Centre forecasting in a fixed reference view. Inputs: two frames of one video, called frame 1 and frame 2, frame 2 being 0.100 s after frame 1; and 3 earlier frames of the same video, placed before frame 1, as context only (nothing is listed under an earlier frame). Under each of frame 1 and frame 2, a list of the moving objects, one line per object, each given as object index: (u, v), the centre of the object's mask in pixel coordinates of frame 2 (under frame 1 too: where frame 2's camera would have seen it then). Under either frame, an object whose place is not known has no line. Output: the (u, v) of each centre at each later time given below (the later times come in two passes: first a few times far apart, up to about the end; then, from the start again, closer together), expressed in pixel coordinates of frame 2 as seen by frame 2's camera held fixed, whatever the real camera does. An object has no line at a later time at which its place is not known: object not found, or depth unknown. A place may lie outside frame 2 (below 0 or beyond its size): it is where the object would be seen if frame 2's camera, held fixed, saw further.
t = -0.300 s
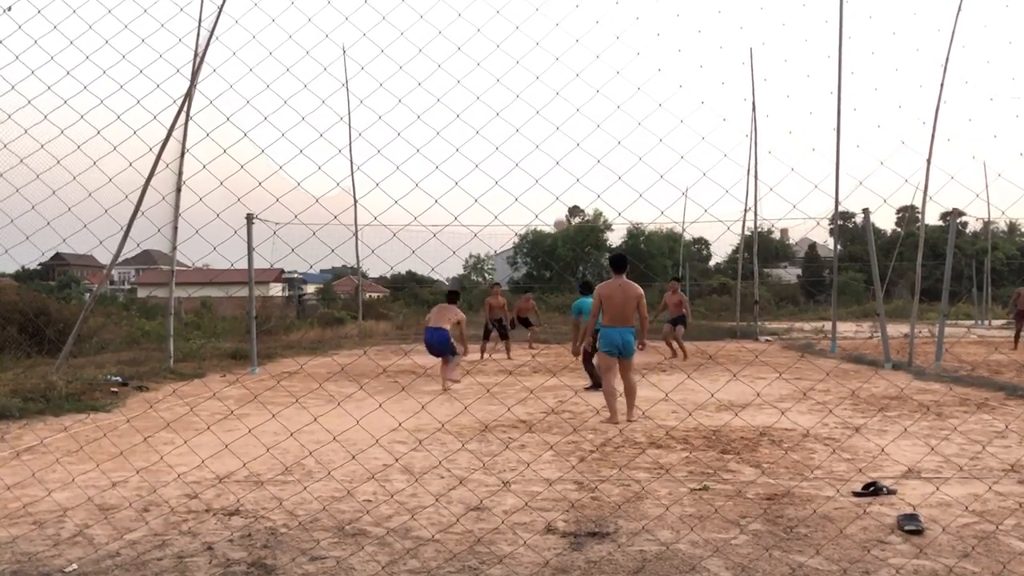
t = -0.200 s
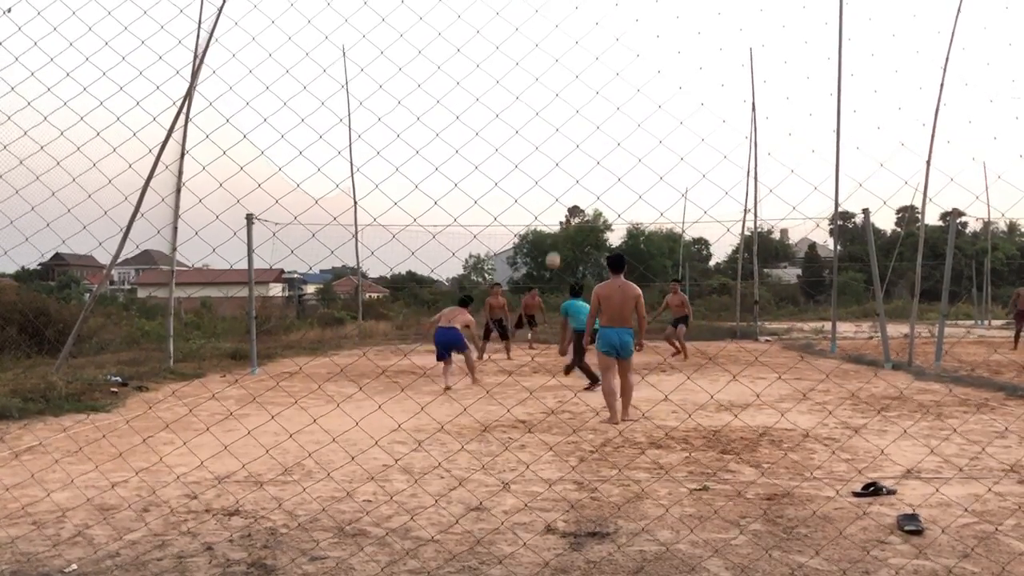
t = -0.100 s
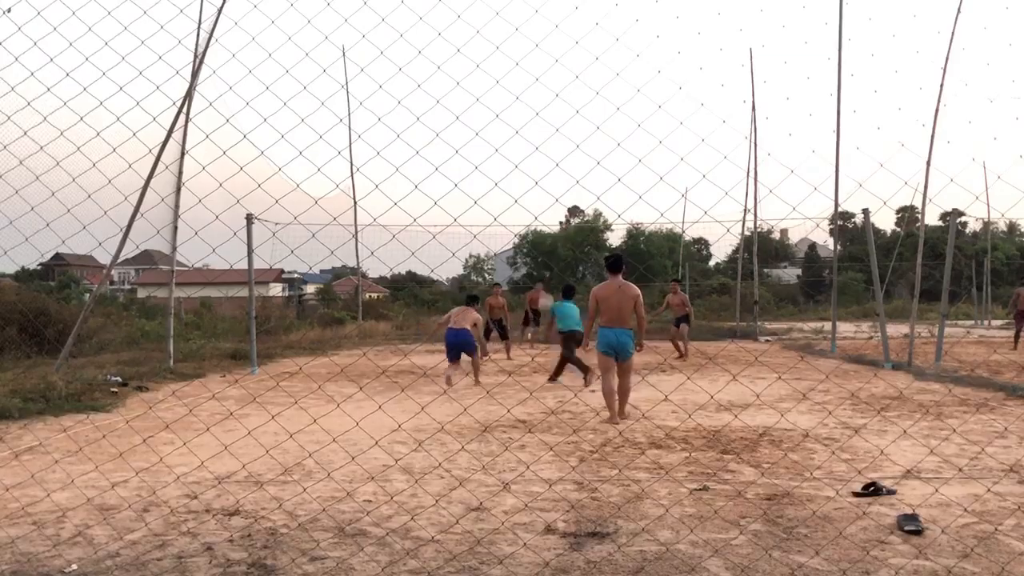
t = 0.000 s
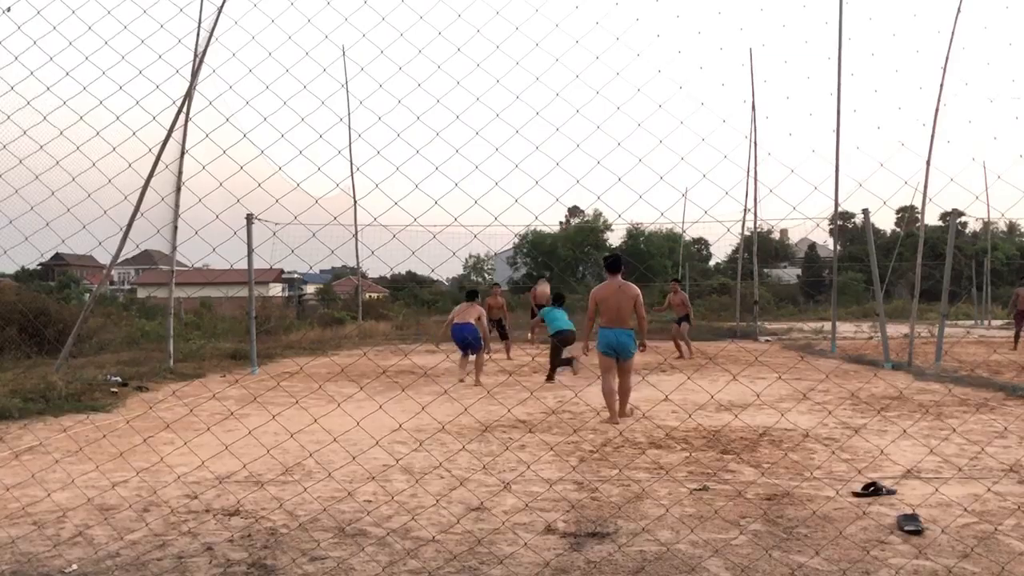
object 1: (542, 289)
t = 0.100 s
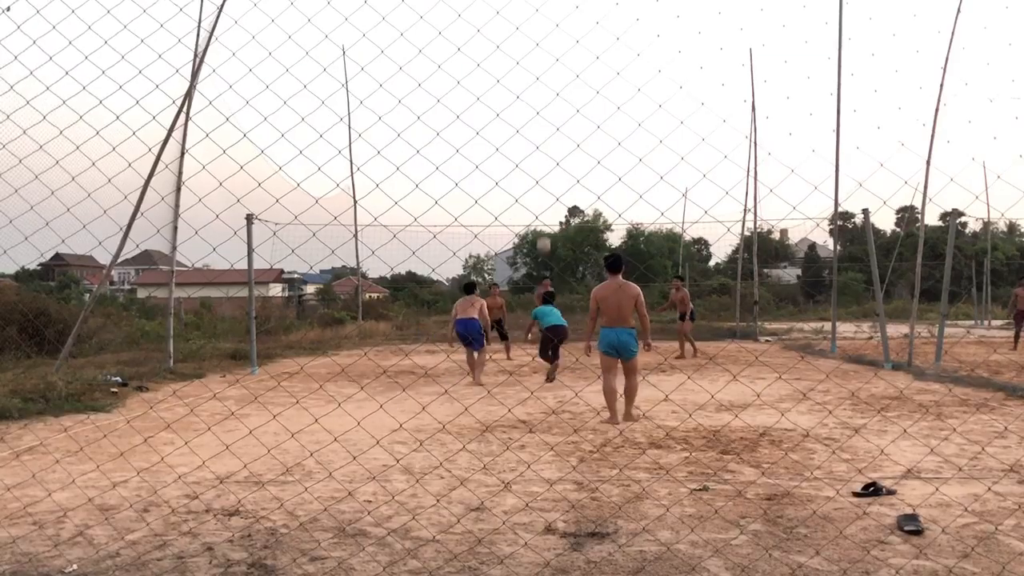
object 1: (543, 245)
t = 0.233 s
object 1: (545, 198)
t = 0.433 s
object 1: (549, 154)
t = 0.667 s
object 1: (554, 134)
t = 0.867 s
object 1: (557, 140)
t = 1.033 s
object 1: (560, 160)
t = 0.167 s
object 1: (544, 220)
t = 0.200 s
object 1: (544, 209)
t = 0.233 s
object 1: (545, 198)
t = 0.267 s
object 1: (546, 189)
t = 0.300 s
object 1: (546, 180)
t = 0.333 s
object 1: (547, 172)
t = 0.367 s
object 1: (548, 166)
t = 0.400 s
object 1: (548, 159)
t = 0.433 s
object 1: (549, 154)
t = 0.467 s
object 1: (550, 149)
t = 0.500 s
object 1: (550, 145)
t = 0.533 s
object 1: (551, 141)
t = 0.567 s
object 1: (552, 139)
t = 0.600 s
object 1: (552, 137)
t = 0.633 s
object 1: (553, 135)
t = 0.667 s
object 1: (554, 134)
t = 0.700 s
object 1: (554, 134)
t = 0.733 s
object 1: (555, 134)
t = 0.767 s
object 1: (555, 134)
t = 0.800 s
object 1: (556, 135)
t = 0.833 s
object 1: (557, 138)
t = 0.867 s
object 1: (557, 140)
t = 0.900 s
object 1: (558, 143)
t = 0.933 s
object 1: (559, 146)
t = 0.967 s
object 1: (559, 150)
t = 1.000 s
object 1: (560, 155)
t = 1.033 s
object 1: (560, 160)
